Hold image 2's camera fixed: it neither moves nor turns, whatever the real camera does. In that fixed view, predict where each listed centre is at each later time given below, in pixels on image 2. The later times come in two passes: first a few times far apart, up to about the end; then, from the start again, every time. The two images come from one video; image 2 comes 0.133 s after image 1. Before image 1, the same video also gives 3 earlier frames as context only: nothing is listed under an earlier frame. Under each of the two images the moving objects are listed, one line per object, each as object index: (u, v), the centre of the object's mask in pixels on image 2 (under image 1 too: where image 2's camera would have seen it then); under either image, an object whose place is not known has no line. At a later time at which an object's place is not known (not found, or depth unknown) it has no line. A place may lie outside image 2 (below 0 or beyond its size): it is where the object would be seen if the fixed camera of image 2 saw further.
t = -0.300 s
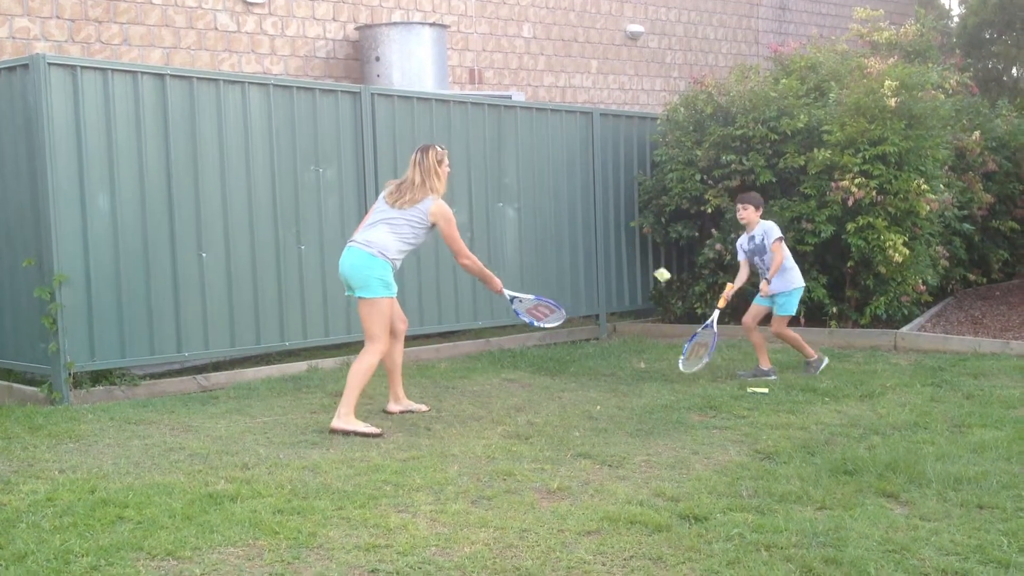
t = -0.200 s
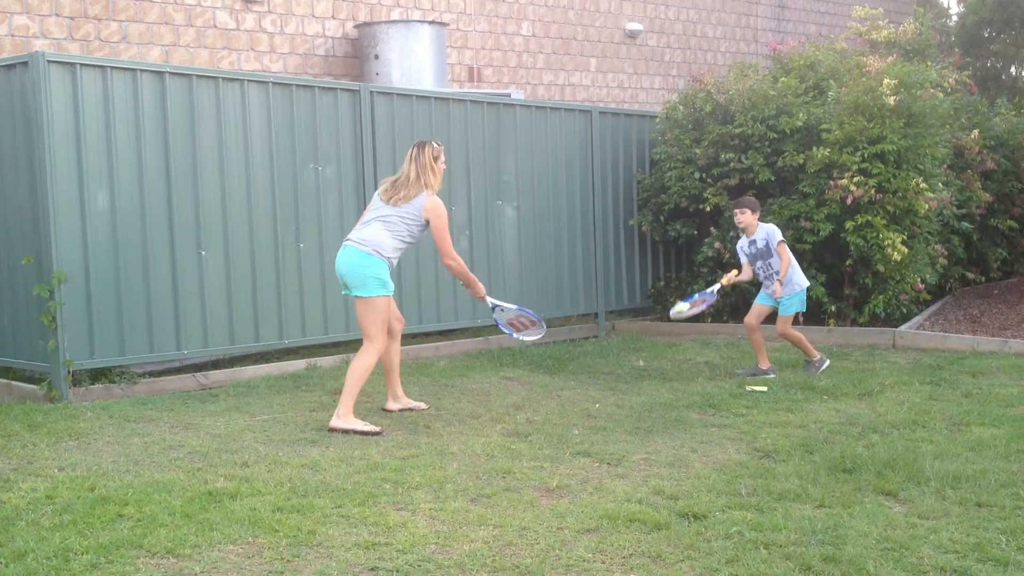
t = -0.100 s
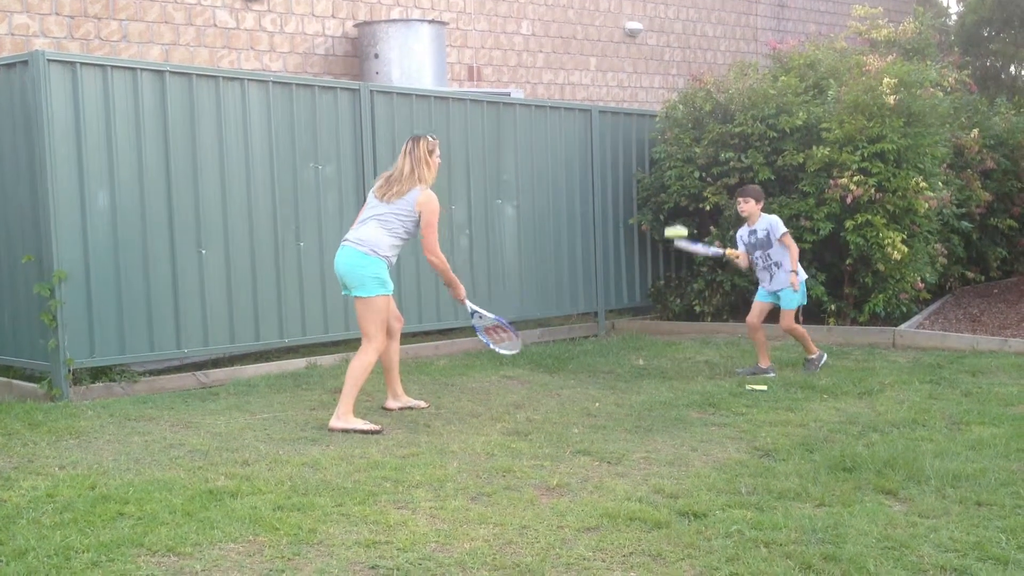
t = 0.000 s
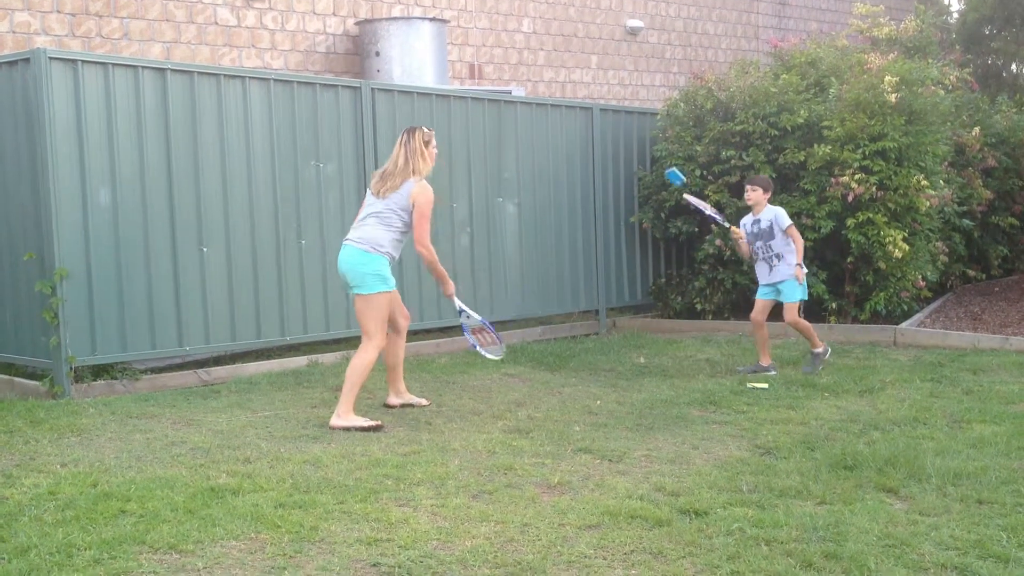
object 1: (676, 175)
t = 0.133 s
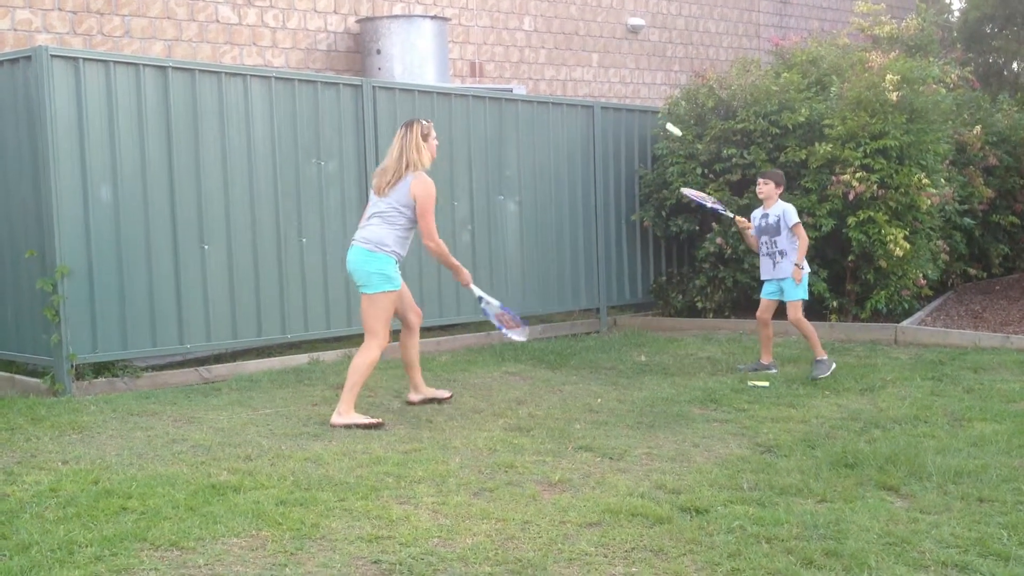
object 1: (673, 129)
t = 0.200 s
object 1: (673, 120)
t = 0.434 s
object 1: (670, 133)
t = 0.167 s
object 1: (673, 124)
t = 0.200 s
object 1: (673, 120)
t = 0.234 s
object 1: (672, 117)
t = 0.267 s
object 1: (671, 114)
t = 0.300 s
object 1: (671, 114)
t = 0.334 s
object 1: (671, 116)
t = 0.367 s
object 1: (670, 120)
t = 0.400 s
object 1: (670, 126)
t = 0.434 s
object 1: (670, 133)
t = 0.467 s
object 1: (670, 140)
